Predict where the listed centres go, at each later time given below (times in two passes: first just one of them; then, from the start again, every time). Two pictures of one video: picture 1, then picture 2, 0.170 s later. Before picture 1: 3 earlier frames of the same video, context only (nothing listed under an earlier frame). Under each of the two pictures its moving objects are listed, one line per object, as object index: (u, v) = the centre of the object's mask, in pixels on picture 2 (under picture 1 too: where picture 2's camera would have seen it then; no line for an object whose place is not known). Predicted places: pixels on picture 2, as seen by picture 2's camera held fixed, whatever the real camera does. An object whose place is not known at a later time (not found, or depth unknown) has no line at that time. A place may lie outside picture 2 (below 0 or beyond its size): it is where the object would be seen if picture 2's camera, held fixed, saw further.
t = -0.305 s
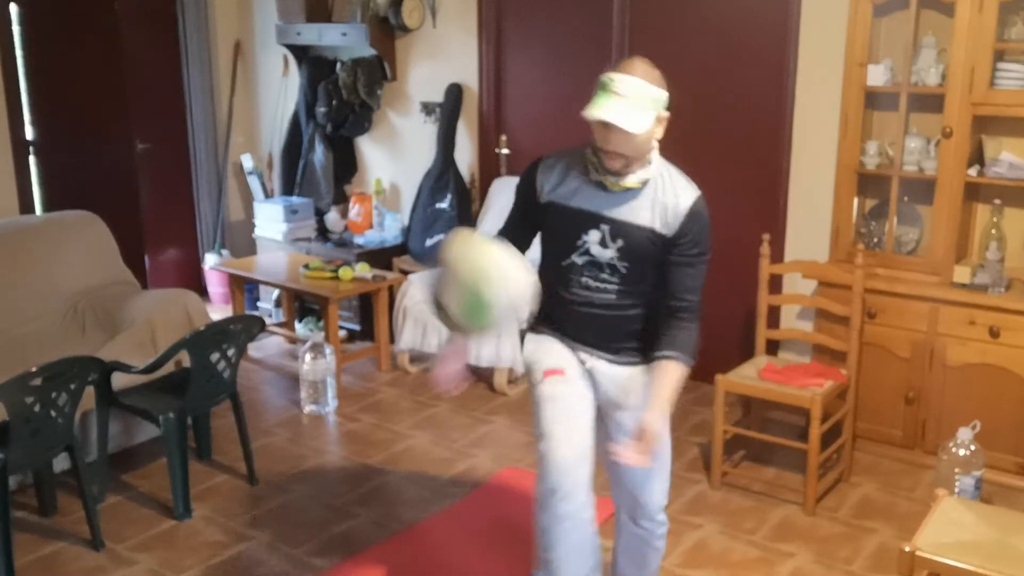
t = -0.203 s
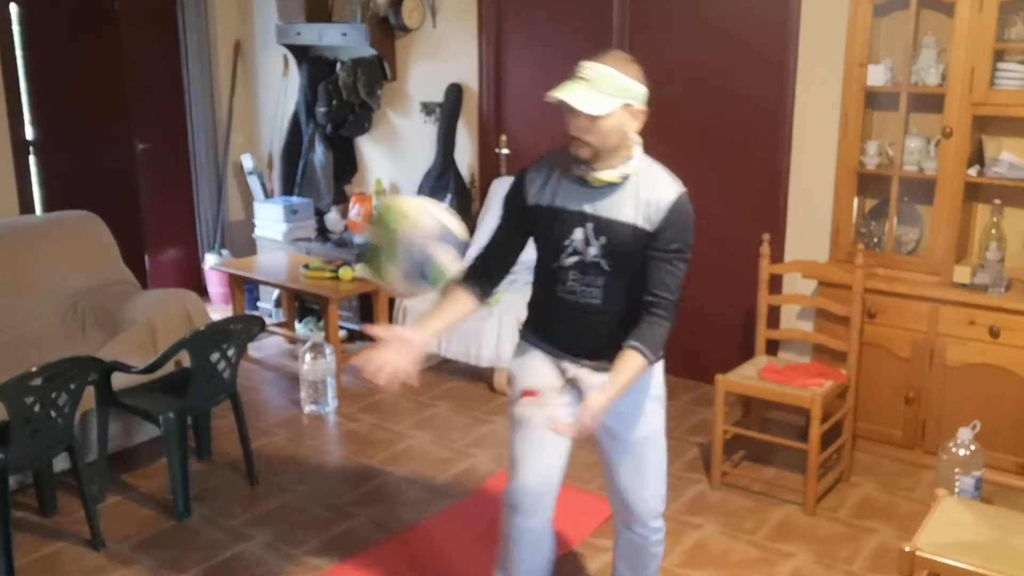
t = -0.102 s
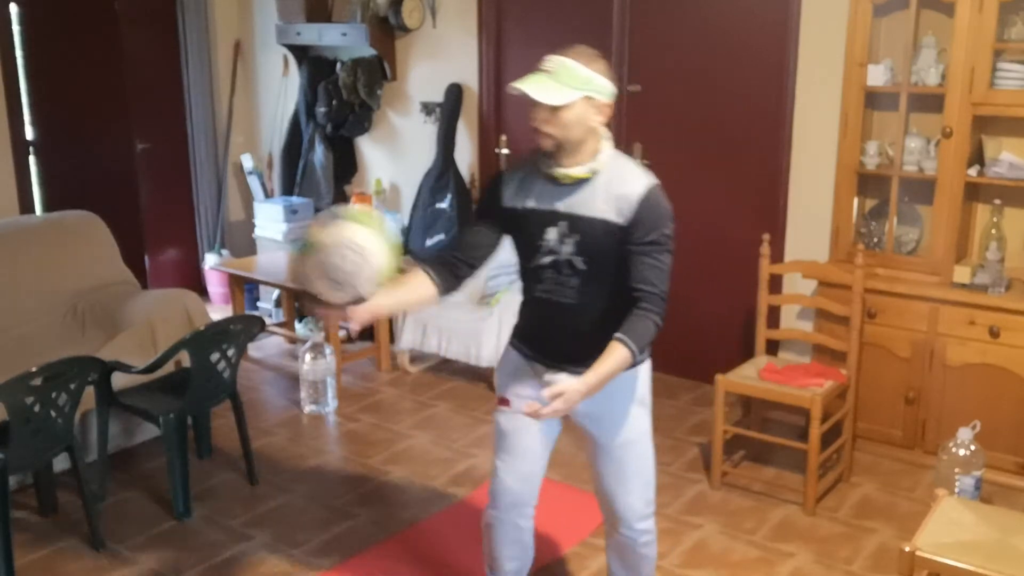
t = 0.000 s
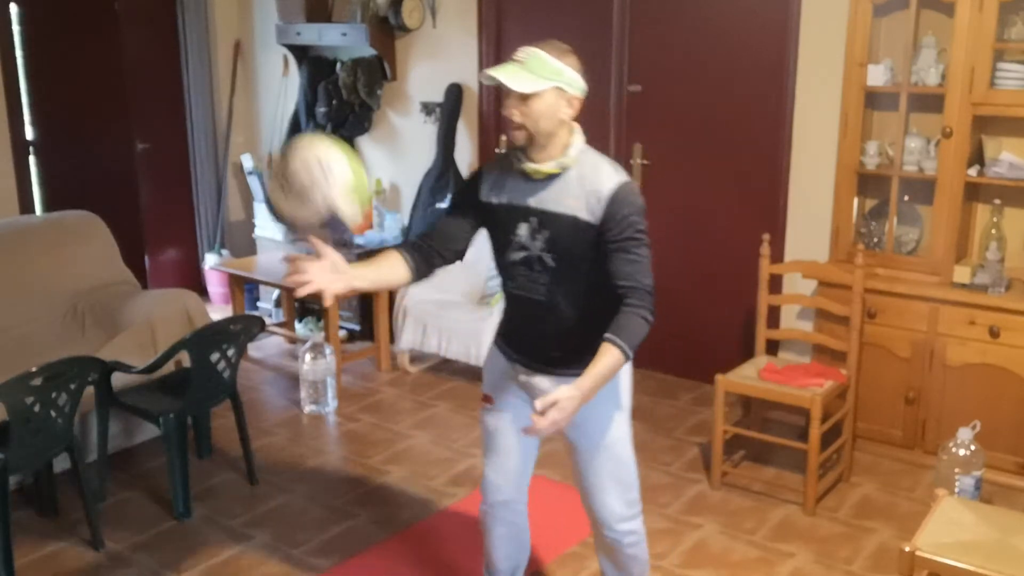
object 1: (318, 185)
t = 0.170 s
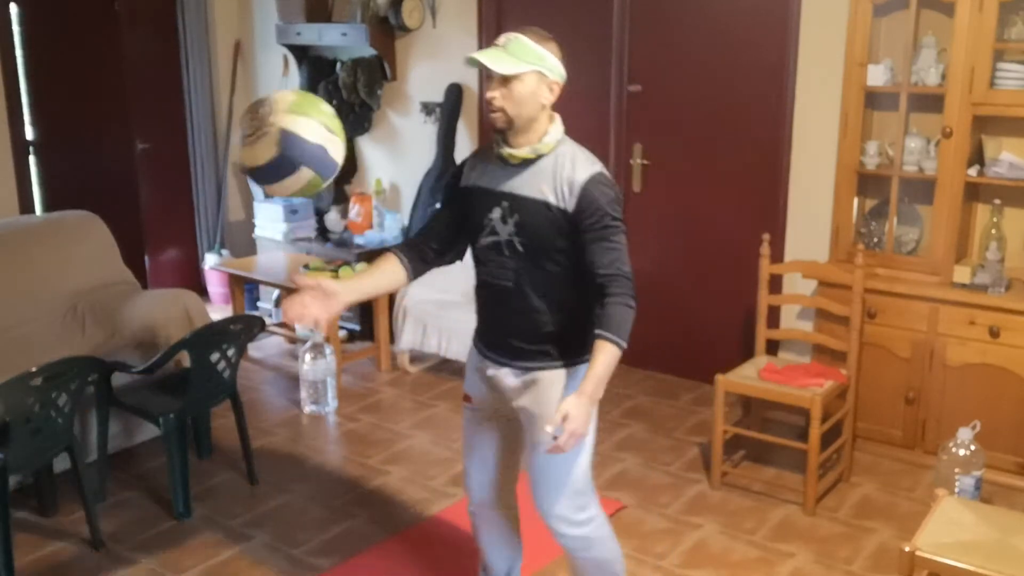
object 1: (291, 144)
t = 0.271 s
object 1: (279, 178)
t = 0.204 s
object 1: (287, 149)
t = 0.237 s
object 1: (284, 161)
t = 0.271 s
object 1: (279, 178)
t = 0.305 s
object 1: (274, 203)
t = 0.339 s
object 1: (273, 229)
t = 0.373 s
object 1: (272, 268)
